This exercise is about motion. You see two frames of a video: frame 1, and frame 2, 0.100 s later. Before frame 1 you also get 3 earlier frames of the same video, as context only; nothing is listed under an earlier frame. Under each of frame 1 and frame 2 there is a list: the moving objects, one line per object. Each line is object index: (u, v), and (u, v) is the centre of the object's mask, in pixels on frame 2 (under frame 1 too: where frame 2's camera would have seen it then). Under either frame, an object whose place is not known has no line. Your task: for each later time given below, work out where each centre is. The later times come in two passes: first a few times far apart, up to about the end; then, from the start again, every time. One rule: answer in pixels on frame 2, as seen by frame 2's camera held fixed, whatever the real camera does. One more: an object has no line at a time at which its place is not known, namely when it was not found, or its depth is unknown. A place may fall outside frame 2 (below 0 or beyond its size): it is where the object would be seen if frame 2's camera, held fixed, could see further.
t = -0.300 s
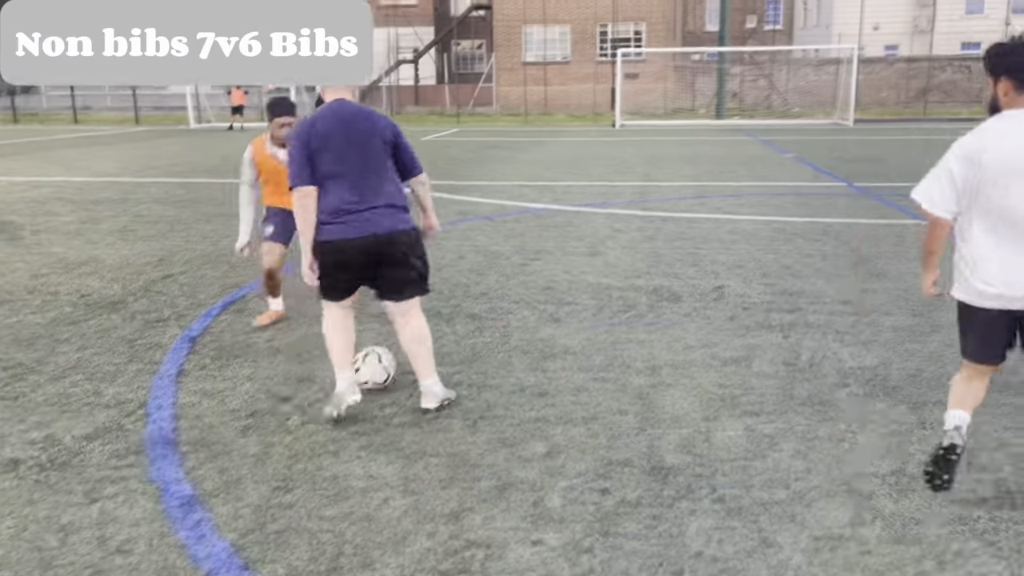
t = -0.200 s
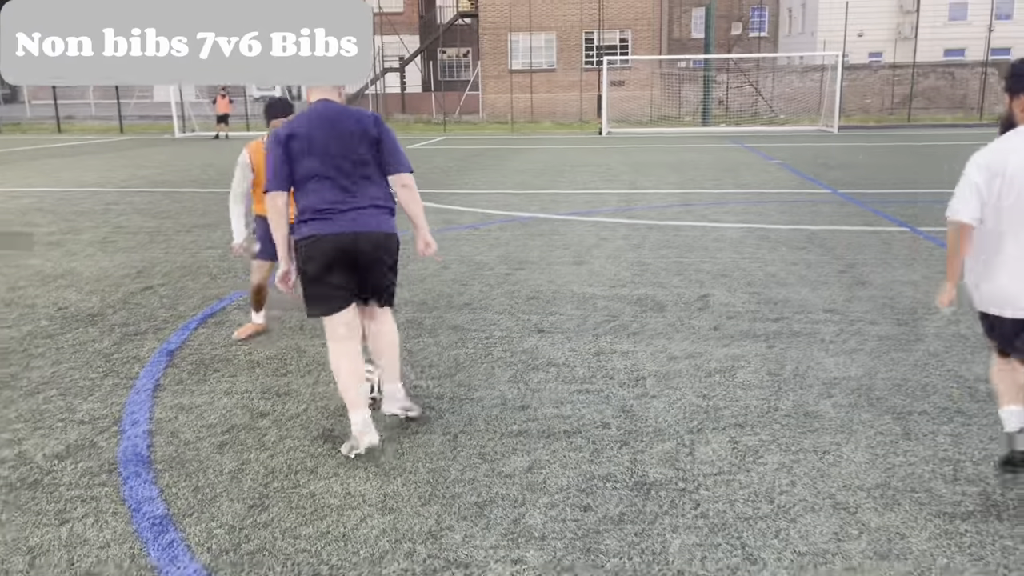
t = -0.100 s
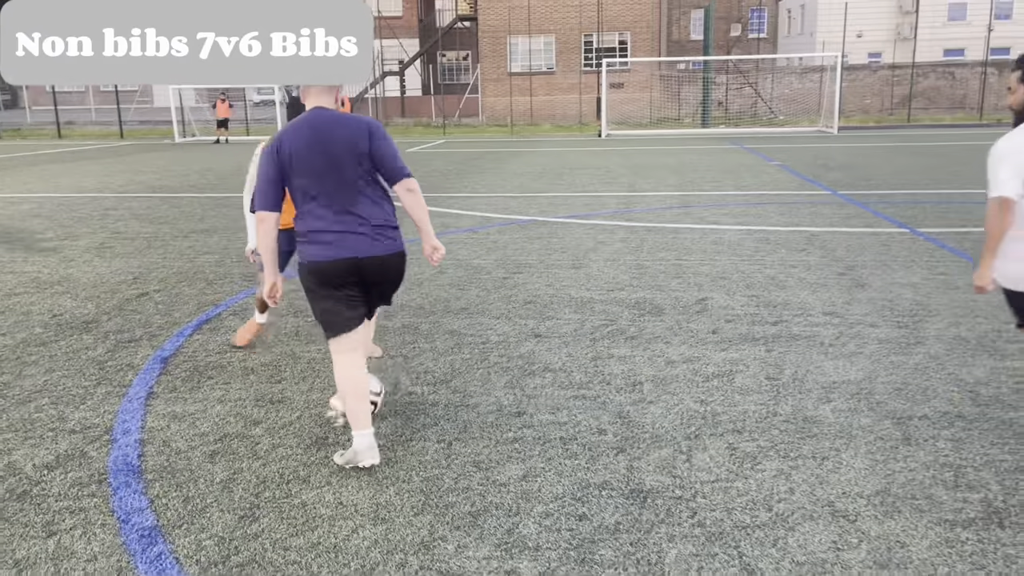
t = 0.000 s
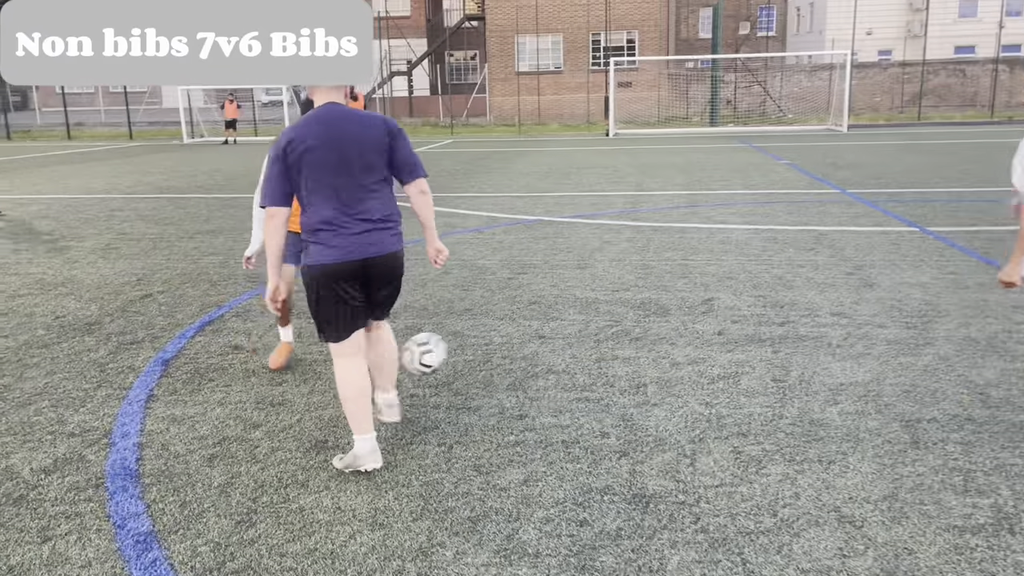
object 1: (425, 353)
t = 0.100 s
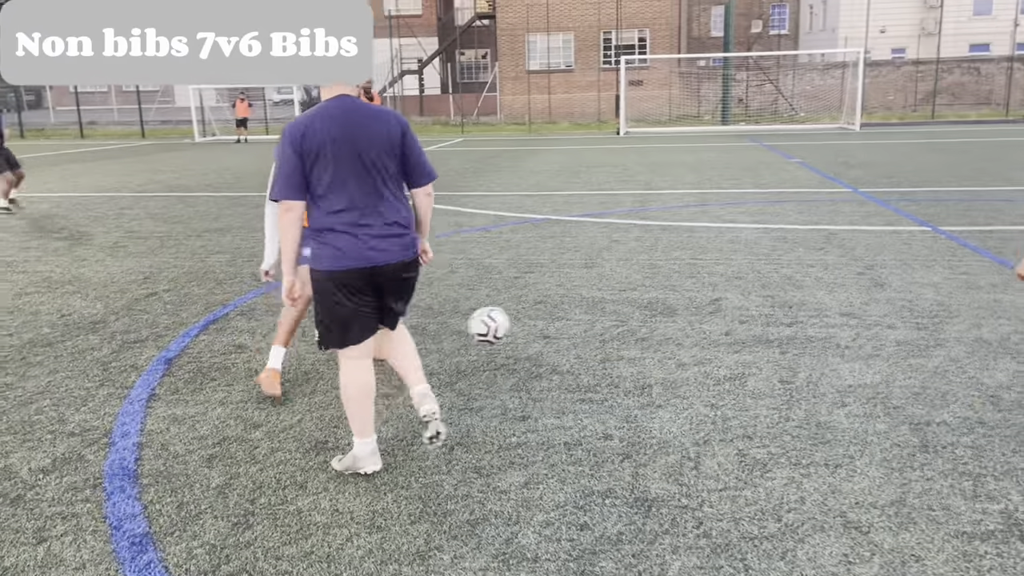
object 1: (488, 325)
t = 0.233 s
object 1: (556, 316)
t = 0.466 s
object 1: (625, 282)
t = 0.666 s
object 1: (665, 269)
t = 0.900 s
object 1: (703, 263)
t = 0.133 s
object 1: (506, 320)
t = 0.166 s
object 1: (524, 316)
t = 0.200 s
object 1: (541, 315)
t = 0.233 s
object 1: (556, 316)
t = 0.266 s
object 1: (568, 309)
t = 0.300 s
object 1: (579, 301)
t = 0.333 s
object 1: (588, 295)
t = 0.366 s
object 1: (597, 289)
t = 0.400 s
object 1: (606, 285)
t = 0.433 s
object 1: (616, 283)
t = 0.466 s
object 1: (625, 282)
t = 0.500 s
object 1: (634, 284)
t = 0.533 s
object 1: (643, 286)
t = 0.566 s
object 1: (649, 281)
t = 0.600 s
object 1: (655, 275)
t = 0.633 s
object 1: (659, 272)
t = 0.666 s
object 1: (665, 269)
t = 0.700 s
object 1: (670, 269)
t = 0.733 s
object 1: (676, 269)
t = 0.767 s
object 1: (682, 271)
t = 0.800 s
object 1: (687, 272)
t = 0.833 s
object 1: (693, 268)
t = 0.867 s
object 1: (698, 265)
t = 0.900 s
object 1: (703, 263)
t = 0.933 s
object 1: (708, 263)
